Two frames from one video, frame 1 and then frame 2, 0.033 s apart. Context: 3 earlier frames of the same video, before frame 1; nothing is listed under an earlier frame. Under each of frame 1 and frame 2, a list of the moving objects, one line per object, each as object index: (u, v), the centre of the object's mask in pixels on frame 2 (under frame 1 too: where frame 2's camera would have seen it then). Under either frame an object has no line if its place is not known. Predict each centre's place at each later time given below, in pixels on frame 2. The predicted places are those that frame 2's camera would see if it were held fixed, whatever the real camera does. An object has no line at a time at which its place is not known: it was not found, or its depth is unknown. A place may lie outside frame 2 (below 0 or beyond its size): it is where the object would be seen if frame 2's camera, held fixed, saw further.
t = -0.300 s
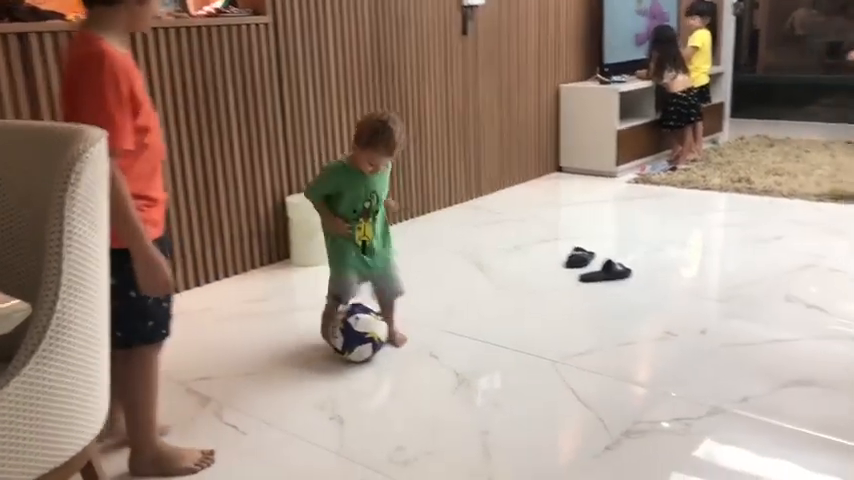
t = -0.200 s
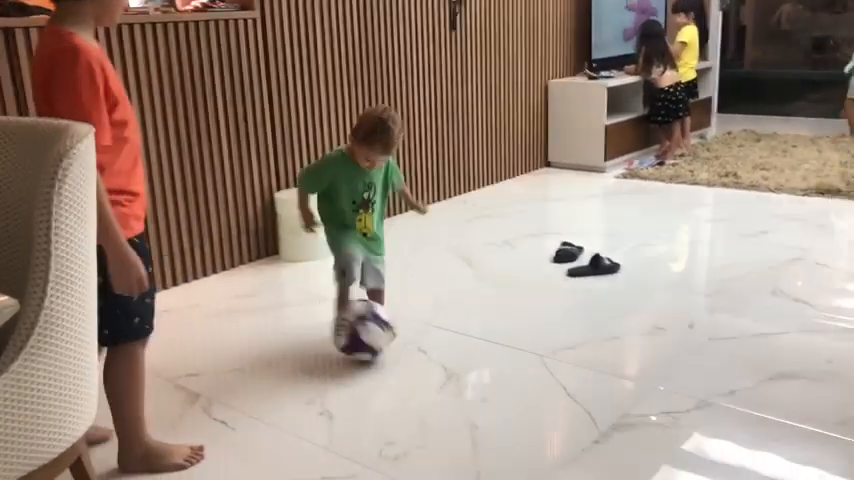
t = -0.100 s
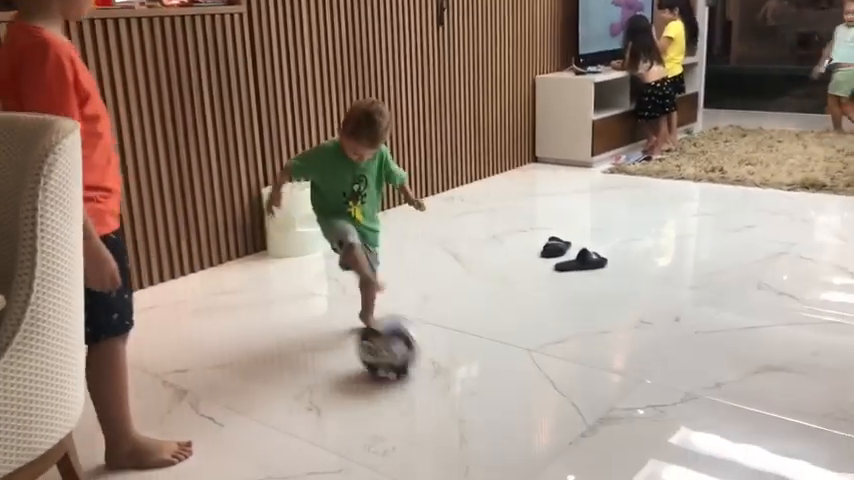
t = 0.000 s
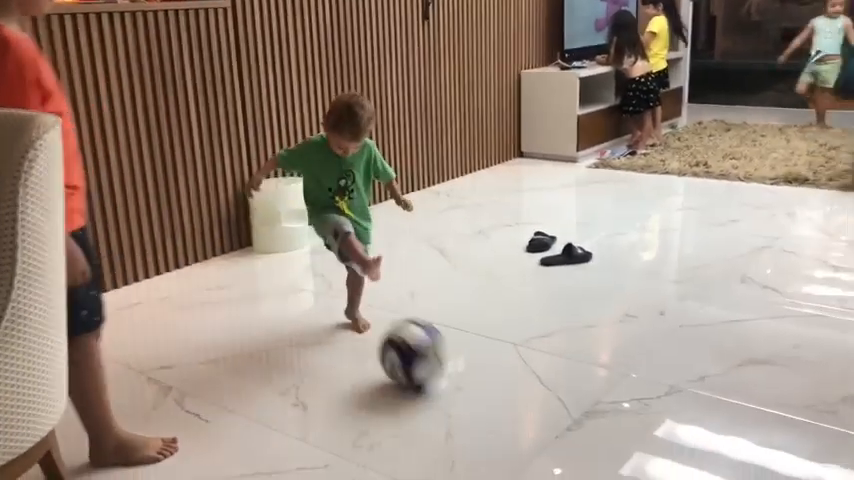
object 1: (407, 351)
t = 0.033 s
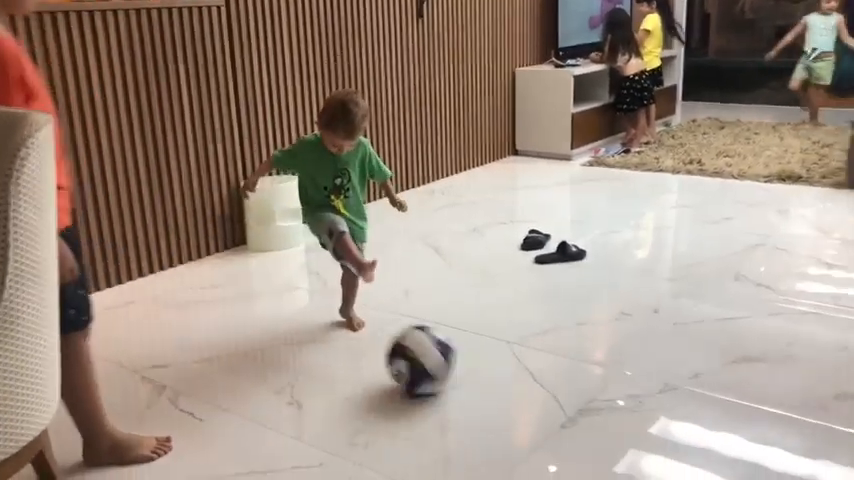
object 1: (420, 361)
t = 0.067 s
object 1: (435, 364)
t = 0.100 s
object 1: (449, 369)
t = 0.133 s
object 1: (464, 376)
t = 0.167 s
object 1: (478, 383)
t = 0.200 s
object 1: (492, 389)
